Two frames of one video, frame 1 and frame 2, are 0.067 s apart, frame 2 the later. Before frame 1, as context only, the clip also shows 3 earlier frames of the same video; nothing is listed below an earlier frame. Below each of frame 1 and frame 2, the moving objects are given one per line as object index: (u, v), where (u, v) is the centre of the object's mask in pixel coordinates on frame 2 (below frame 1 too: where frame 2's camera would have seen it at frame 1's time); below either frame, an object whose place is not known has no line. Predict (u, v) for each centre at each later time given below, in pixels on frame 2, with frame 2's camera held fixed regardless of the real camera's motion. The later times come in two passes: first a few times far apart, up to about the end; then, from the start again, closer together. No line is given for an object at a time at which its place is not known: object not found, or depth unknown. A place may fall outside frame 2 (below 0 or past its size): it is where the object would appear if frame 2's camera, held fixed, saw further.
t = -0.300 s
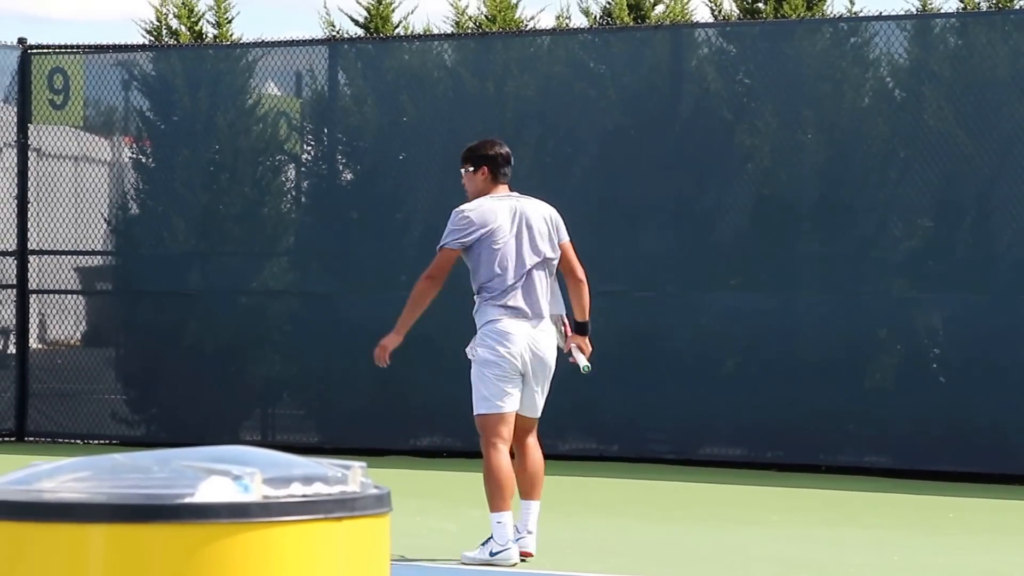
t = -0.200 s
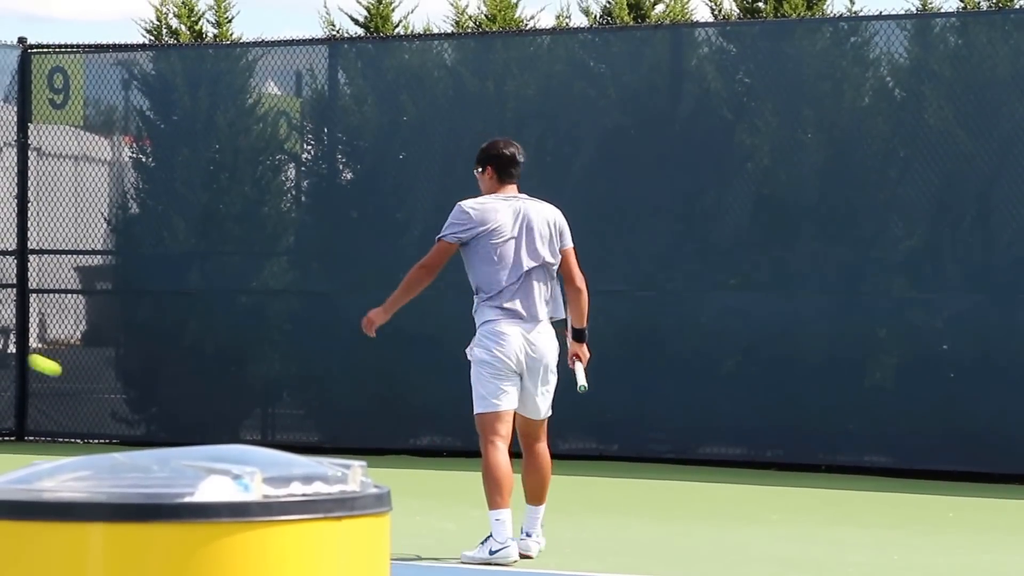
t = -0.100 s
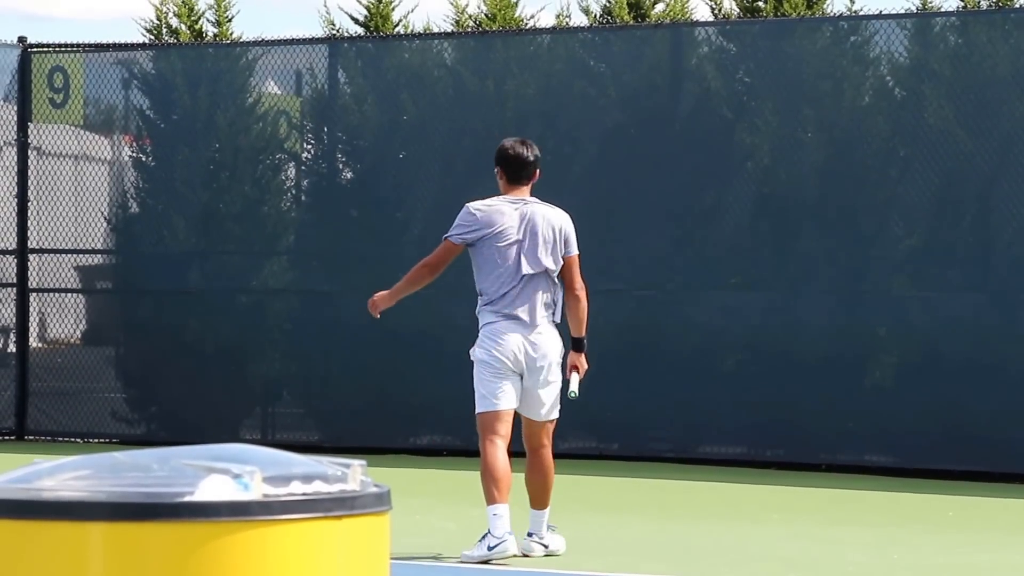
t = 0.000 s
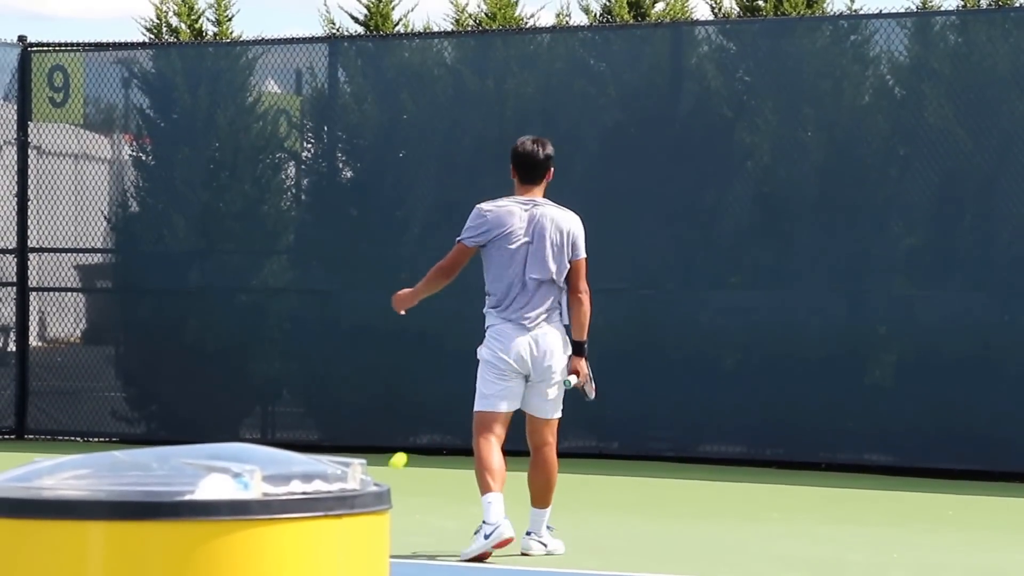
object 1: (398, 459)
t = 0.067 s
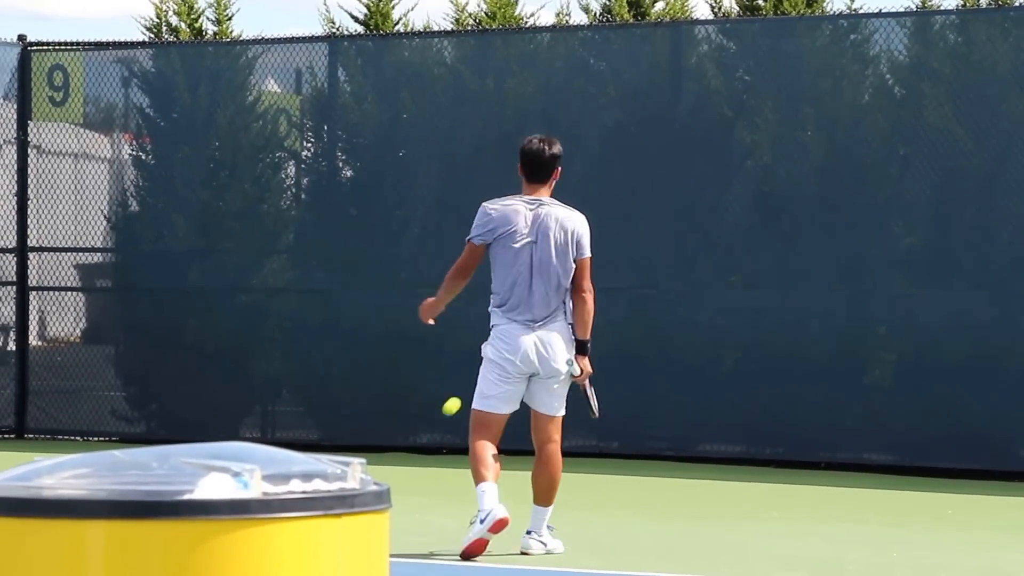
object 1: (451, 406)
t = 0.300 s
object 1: (623, 294)
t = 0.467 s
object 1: (731, 281)
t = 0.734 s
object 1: (883, 360)
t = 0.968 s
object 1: (1003, 449)
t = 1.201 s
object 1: (1007, 333)
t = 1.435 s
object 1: (984, 293)
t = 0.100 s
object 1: (473, 383)
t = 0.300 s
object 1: (623, 294)
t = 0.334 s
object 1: (646, 288)
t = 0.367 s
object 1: (667, 283)
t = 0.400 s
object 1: (689, 280)
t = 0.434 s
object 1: (710, 280)
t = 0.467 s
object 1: (731, 281)
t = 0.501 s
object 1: (751, 285)
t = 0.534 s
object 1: (772, 290)
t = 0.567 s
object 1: (791, 298)
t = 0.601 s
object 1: (810, 306)
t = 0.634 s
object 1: (829, 317)
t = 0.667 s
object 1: (848, 330)
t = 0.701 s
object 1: (866, 344)
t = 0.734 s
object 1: (883, 360)
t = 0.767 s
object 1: (901, 378)
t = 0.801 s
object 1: (918, 397)
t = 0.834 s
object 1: (935, 418)
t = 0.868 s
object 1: (951, 441)
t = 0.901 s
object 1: (968, 465)
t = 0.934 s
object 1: (985, 468)
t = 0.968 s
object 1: (1003, 449)
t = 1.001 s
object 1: (1020, 431)
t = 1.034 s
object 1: (1024, 411)
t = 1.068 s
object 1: (1020, 392)
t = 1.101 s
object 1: (1017, 375)
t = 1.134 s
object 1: (1014, 359)
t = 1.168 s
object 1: (1010, 345)
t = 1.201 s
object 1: (1007, 333)
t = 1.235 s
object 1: (1004, 322)
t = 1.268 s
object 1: (1001, 313)
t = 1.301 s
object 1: (998, 305)
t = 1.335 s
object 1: (994, 299)
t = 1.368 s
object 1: (991, 295)
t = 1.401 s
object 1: (987, 293)
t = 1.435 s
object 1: (984, 293)
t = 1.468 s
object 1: (980, 294)
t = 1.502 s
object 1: (977, 296)
